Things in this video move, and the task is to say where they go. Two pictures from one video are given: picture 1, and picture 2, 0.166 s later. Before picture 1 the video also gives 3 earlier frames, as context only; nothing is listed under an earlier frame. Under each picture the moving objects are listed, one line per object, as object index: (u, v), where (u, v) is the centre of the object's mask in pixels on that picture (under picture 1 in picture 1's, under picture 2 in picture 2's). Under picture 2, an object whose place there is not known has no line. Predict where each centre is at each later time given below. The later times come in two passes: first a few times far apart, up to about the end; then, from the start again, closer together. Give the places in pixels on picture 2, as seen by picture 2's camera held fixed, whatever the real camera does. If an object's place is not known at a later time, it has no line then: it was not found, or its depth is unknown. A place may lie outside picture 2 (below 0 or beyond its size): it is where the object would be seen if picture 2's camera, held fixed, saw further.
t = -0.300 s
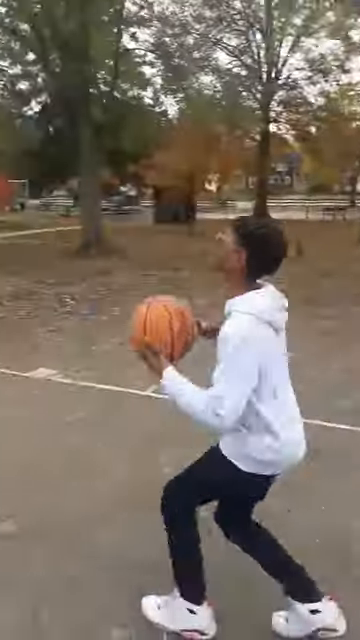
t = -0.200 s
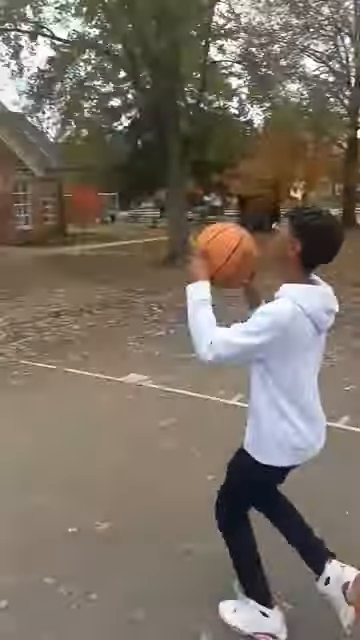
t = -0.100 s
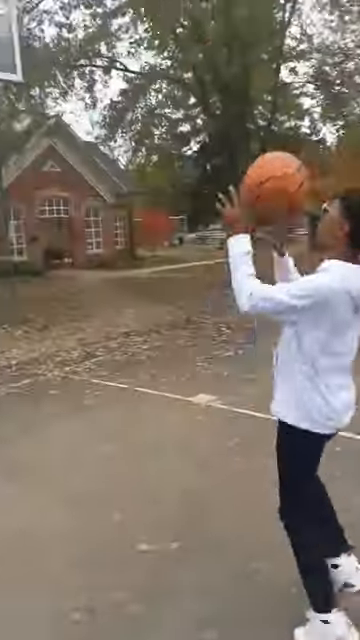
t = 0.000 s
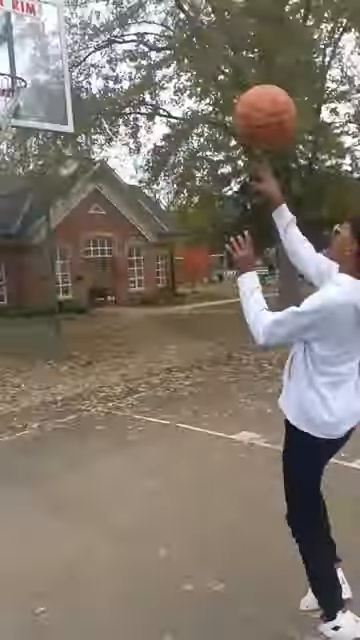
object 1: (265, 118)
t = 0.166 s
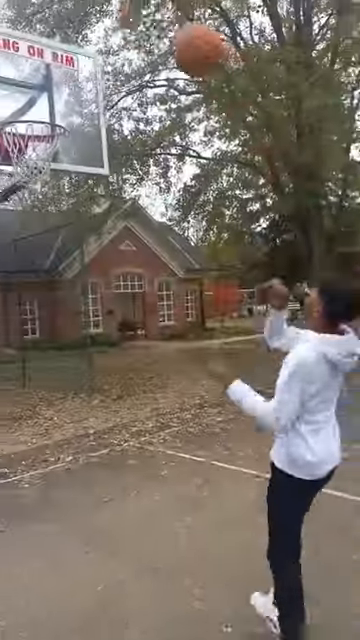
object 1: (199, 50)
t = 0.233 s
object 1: (166, 30)
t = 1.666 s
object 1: (61, 225)
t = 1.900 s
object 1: (82, 332)
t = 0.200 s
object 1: (179, 38)
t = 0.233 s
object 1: (166, 30)
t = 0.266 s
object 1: (152, 25)
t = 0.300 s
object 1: (139, 21)
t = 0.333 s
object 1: (127, 20)
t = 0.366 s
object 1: (116, 21)
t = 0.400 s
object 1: (106, 25)
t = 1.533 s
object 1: (51, 198)
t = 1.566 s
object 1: (53, 203)
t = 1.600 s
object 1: (57, 204)
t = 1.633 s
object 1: (57, 214)
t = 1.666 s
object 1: (61, 225)
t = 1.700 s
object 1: (64, 236)
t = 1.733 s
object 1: (67, 248)
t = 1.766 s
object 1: (68, 263)
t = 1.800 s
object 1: (72, 273)
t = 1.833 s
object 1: (75, 295)
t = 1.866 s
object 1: (79, 313)
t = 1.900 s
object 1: (82, 332)
